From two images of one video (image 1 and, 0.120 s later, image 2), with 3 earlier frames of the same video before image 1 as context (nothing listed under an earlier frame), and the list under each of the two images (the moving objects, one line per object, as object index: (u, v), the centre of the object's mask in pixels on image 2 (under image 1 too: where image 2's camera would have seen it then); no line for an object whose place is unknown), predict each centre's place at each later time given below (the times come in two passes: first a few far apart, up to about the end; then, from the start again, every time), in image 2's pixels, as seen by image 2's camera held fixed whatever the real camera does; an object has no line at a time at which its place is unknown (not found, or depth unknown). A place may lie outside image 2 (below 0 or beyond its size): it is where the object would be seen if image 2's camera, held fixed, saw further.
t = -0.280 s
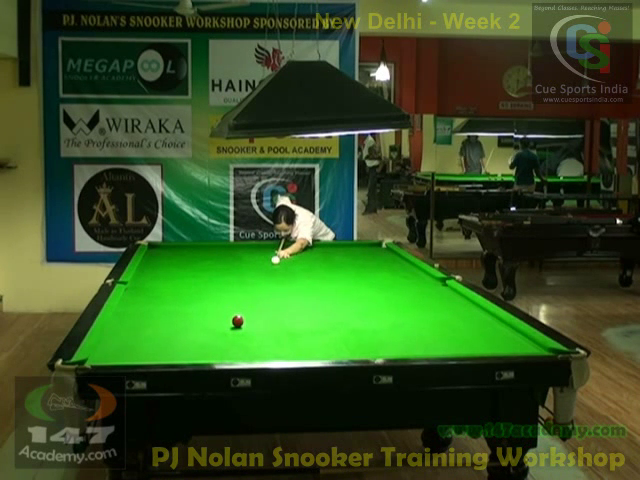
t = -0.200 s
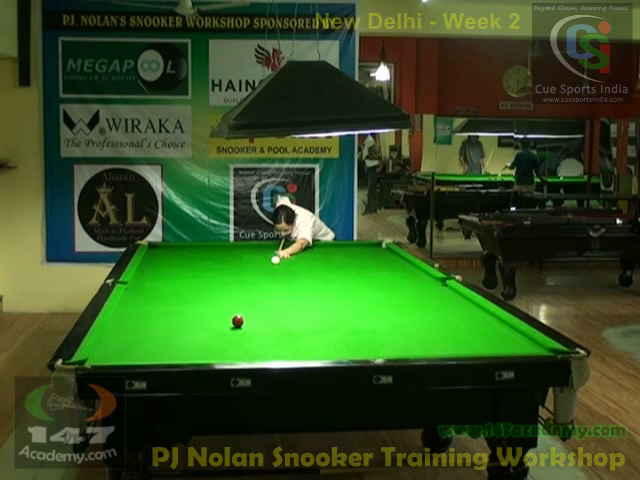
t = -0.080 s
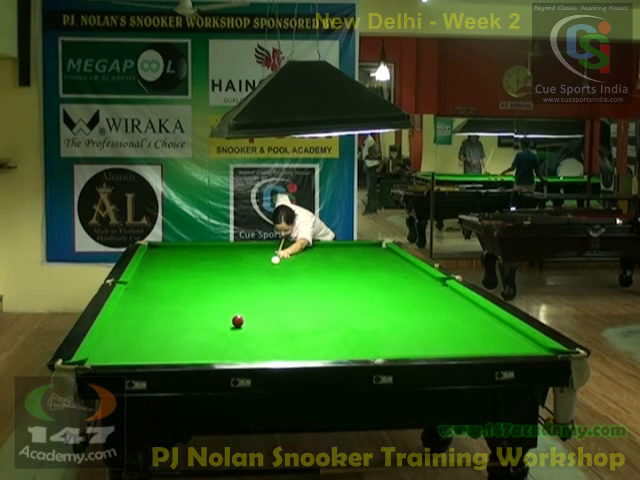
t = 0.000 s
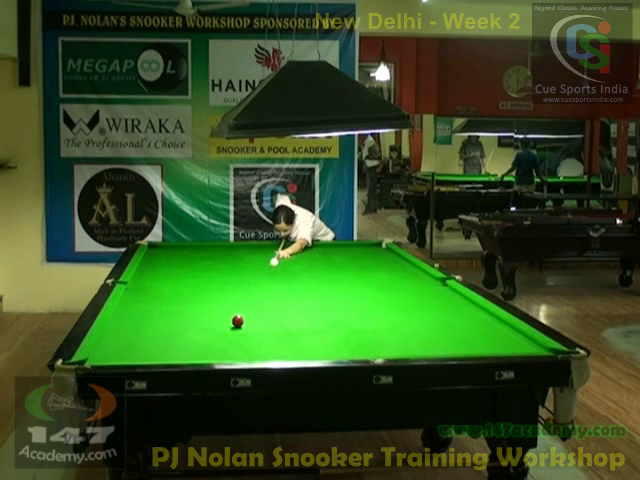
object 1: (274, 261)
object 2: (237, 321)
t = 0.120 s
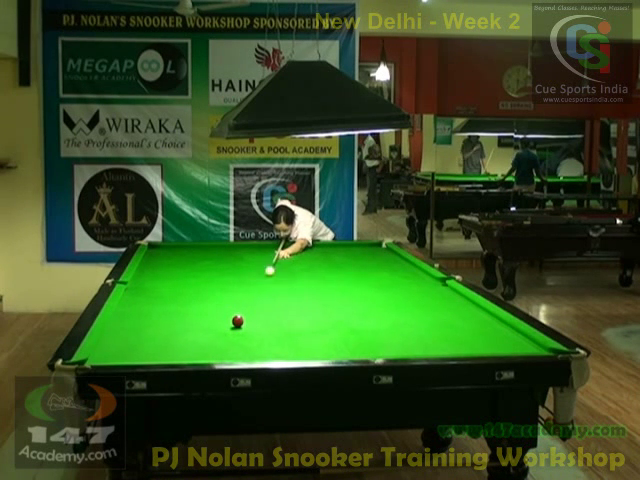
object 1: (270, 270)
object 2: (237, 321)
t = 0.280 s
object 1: (263, 283)
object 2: (237, 321)
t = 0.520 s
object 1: (250, 307)
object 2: (237, 321)
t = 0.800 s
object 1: (285, 328)
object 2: (180, 339)
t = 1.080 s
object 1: (340, 347)
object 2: (97, 360)
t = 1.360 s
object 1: (379, 347)
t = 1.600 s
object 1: (394, 335)
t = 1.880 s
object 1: (410, 323)
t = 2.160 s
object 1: (423, 313)
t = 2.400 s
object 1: (433, 305)
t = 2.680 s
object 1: (443, 297)
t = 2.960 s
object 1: (450, 289)
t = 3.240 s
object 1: (432, 284)
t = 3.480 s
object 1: (419, 281)
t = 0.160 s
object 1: (268, 273)
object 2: (237, 321)
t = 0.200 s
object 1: (266, 277)
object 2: (237, 321)
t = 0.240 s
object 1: (265, 280)
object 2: (237, 321)
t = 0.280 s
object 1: (263, 283)
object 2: (237, 321)
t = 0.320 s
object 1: (261, 286)
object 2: (237, 321)
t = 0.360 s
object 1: (259, 290)
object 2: (237, 321)
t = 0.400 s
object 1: (257, 294)
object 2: (237, 321)
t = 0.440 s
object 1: (255, 298)
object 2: (237, 321)
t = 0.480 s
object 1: (253, 302)
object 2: (237, 321)
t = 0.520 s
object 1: (250, 307)
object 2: (237, 321)
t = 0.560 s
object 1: (248, 312)
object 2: (237, 321)
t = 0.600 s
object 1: (246, 317)
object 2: (236, 321)
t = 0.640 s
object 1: (250, 320)
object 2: (229, 324)
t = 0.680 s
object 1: (260, 322)
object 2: (217, 328)
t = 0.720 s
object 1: (268, 324)
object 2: (205, 330)
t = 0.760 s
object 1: (277, 326)
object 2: (192, 335)
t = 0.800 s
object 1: (285, 328)
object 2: (180, 339)
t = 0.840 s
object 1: (293, 330)
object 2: (168, 342)
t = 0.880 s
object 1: (301, 333)
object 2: (156, 345)
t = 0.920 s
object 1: (308, 335)
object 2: (145, 349)
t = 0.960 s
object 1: (316, 339)
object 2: (133, 352)
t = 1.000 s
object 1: (325, 342)
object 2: (121, 355)
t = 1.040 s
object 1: (333, 344)
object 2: (110, 357)
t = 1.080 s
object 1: (340, 347)
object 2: (97, 360)
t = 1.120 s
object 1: (349, 349)
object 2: (86, 363)
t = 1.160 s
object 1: (357, 351)
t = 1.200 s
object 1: (366, 352)
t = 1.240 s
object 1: (371, 352)
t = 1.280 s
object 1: (374, 351)
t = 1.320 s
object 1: (376, 349)
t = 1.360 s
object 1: (379, 347)
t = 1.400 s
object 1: (382, 345)
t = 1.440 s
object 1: (384, 343)
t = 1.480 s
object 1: (387, 341)
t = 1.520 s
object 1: (390, 339)
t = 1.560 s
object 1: (392, 337)
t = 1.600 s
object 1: (394, 335)
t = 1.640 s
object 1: (397, 333)
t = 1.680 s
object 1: (399, 332)
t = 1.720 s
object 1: (401, 330)
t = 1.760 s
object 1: (404, 328)
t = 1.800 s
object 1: (406, 327)
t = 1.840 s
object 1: (408, 325)
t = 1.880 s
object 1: (410, 323)
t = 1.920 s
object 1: (412, 321)
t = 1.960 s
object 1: (414, 320)
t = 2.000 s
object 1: (416, 318)
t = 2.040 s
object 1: (418, 317)
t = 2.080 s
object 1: (420, 315)
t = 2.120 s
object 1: (422, 314)
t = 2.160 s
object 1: (423, 313)
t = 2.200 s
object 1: (425, 311)
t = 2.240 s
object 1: (427, 310)
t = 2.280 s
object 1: (429, 308)
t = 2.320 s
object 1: (430, 307)
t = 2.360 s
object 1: (432, 306)
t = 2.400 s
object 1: (433, 305)
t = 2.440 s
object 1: (435, 304)
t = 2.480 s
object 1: (436, 302)
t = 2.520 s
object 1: (438, 301)
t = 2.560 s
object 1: (439, 300)
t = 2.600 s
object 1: (441, 299)
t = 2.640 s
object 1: (442, 298)
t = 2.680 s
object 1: (443, 297)
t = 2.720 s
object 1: (445, 295)
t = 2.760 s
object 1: (446, 294)
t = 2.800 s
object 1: (447, 293)
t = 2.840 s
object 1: (449, 292)
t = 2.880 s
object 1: (450, 291)
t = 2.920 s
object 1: (451, 290)
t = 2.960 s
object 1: (450, 289)
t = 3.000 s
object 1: (447, 289)
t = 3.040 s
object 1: (445, 288)
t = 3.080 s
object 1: (442, 287)
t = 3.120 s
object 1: (440, 286)
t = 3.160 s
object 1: (437, 286)
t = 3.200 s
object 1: (435, 285)
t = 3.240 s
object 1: (432, 284)
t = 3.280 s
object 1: (430, 284)
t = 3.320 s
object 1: (428, 283)
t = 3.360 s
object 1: (426, 282)
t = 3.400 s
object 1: (423, 282)
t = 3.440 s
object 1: (421, 281)
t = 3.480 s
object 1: (419, 281)
